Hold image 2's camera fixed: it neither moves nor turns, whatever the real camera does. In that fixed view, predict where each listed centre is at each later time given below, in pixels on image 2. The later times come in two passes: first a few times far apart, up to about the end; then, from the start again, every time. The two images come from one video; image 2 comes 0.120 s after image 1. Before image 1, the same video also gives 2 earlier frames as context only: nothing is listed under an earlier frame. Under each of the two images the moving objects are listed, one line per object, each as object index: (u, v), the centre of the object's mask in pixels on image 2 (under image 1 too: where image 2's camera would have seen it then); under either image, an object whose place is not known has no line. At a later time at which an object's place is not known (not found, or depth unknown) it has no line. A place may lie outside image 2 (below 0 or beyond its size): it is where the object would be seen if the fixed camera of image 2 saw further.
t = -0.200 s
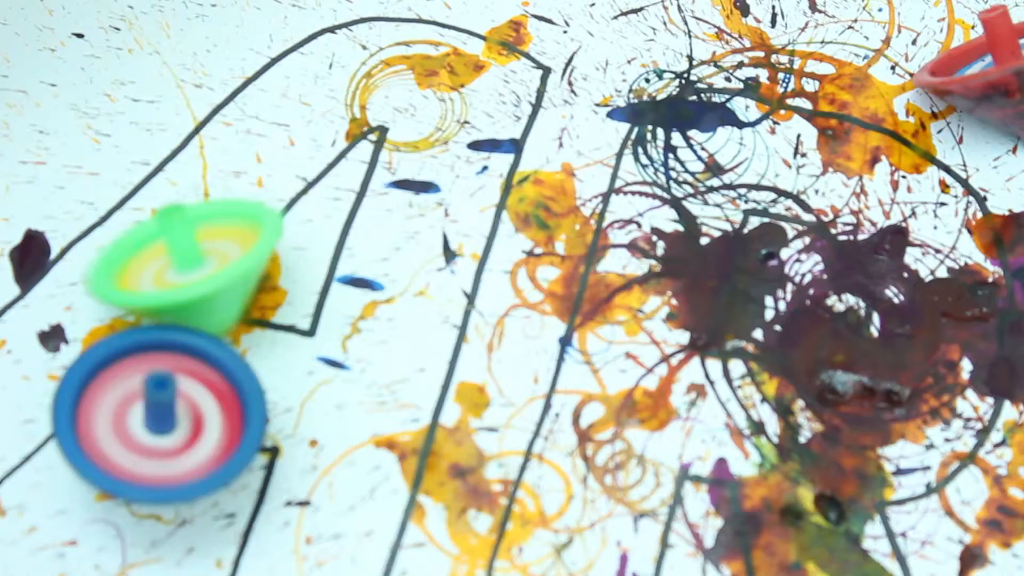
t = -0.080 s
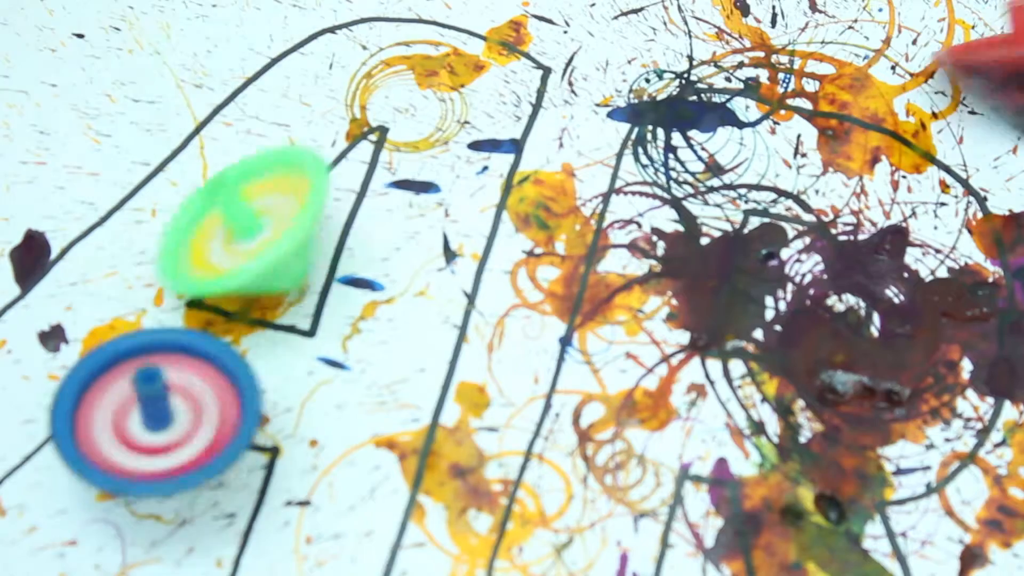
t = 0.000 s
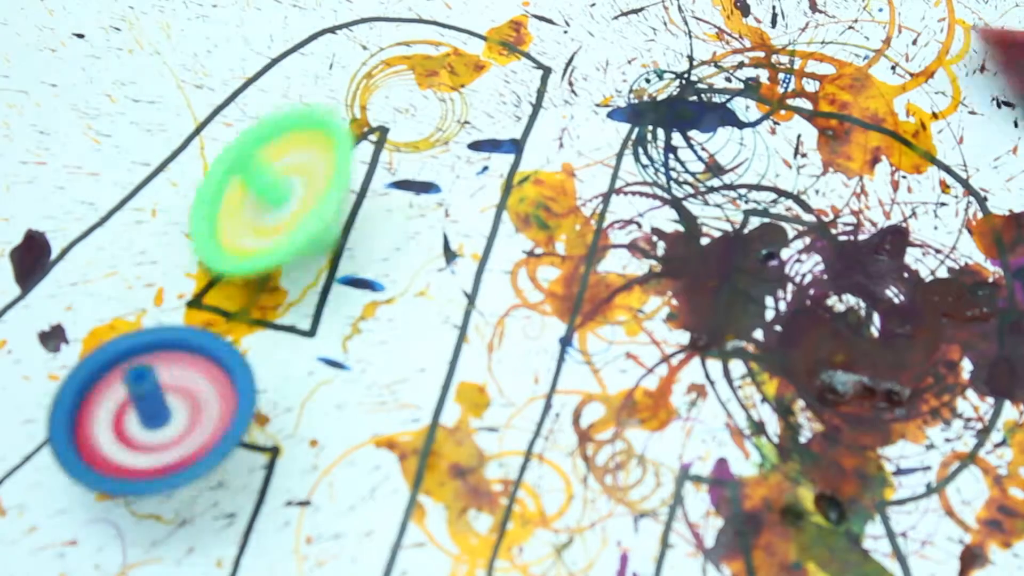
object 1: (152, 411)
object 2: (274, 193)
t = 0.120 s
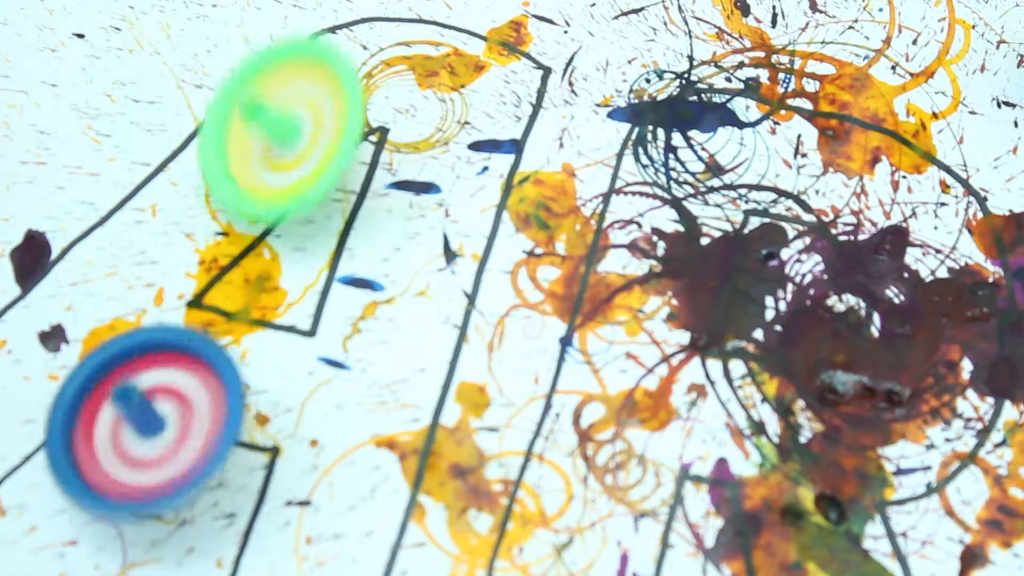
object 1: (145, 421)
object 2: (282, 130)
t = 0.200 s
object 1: (152, 422)
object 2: (262, 90)
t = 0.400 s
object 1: (169, 427)
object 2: (160, 57)
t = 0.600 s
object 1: (171, 411)
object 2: (61, 73)
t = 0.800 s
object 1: (161, 408)
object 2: (28, 158)
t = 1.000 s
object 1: (161, 419)
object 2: (45, 244)
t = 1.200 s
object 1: (173, 425)
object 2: (86, 275)
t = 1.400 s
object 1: (182, 410)
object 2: (170, 216)
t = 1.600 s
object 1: (168, 407)
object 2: (180, 129)
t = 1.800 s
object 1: (163, 435)
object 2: (113, 96)
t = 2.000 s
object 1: (180, 427)
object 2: (60, 125)
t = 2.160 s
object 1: (179, 416)
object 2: (52, 179)
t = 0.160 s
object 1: (149, 425)
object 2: (276, 110)
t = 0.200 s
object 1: (152, 422)
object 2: (262, 90)
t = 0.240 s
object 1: (151, 425)
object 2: (244, 80)
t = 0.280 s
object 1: (158, 429)
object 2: (227, 71)
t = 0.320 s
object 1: (162, 426)
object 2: (206, 64)
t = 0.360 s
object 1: (162, 427)
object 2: (181, 60)
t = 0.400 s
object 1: (169, 427)
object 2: (160, 57)
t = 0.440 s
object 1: (170, 423)
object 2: (136, 56)
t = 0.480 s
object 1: (170, 421)
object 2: (109, 57)
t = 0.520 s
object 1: (172, 418)
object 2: (86, 62)
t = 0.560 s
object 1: (172, 413)
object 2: (72, 66)
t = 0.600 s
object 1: (171, 411)
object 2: (61, 73)
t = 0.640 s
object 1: (172, 409)
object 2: (49, 82)
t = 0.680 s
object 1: (170, 405)
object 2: (40, 96)
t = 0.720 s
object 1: (166, 407)
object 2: (34, 115)
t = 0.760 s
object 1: (165, 408)
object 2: (30, 136)
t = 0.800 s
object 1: (161, 408)
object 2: (28, 158)
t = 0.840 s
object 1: (157, 411)
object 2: (29, 182)
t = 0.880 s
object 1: (158, 413)
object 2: (30, 200)
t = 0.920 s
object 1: (156, 414)
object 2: (34, 215)
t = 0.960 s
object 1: (159, 418)
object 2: (39, 229)
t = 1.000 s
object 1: (161, 419)
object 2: (45, 244)
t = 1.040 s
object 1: (162, 424)
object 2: (51, 258)
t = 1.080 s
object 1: (166, 427)
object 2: (61, 266)
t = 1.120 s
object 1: (168, 426)
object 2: (73, 269)
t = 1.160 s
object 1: (169, 426)
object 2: (81, 274)
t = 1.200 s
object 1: (173, 425)
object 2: (86, 275)
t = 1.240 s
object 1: (179, 420)
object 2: (103, 269)
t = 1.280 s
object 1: (181, 416)
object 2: (129, 256)
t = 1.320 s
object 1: (183, 415)
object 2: (146, 246)
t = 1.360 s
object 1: (184, 411)
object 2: (157, 235)
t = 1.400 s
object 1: (182, 410)
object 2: (170, 216)
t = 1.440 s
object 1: (178, 408)
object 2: (183, 192)
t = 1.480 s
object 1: (176, 405)
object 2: (187, 171)
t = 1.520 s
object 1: (174, 402)
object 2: (189, 154)
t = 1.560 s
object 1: (170, 405)
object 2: (186, 140)
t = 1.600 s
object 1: (168, 407)
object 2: (180, 129)
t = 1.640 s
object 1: (161, 410)
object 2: (172, 117)
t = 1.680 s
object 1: (155, 419)
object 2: (159, 107)
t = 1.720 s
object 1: (155, 423)
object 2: (143, 102)
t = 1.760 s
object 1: (155, 429)
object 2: (128, 98)
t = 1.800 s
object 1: (163, 435)
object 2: (113, 96)
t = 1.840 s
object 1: (170, 433)
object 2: (97, 97)
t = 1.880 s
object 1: (169, 435)
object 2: (86, 101)
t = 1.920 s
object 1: (172, 439)
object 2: (76, 107)
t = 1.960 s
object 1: (178, 434)
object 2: (67, 114)
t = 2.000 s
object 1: (180, 427)
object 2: (60, 125)
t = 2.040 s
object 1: (182, 425)
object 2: (56, 139)
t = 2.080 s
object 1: (187, 423)
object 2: (53, 153)
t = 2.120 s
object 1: (186, 418)
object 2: (52, 166)
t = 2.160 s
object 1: (179, 416)
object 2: (52, 179)
